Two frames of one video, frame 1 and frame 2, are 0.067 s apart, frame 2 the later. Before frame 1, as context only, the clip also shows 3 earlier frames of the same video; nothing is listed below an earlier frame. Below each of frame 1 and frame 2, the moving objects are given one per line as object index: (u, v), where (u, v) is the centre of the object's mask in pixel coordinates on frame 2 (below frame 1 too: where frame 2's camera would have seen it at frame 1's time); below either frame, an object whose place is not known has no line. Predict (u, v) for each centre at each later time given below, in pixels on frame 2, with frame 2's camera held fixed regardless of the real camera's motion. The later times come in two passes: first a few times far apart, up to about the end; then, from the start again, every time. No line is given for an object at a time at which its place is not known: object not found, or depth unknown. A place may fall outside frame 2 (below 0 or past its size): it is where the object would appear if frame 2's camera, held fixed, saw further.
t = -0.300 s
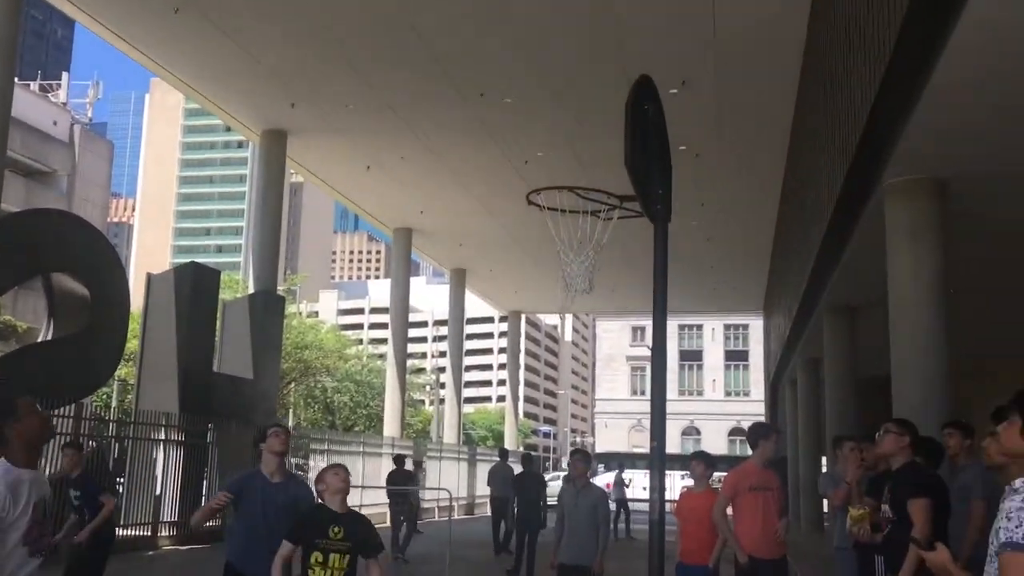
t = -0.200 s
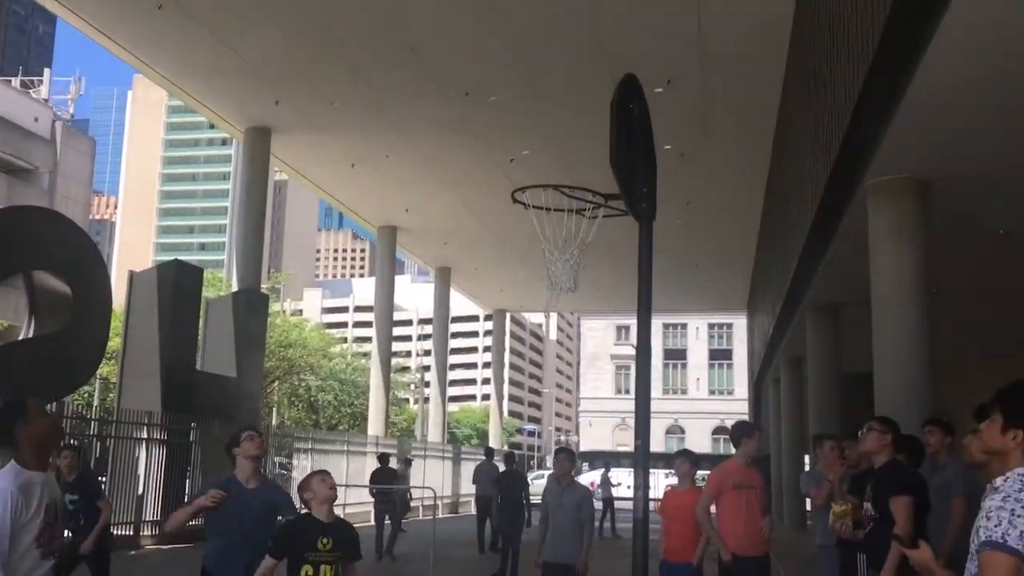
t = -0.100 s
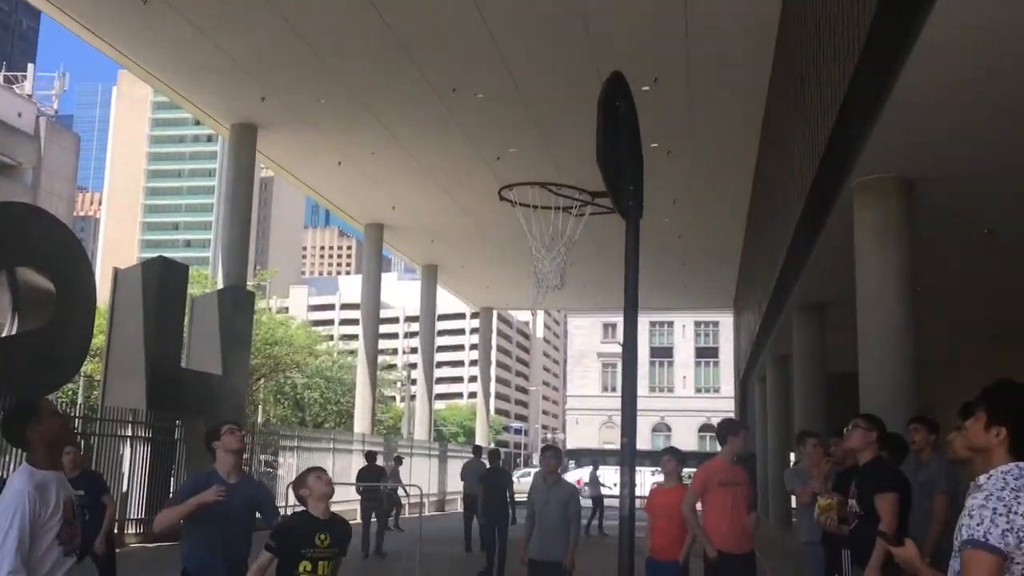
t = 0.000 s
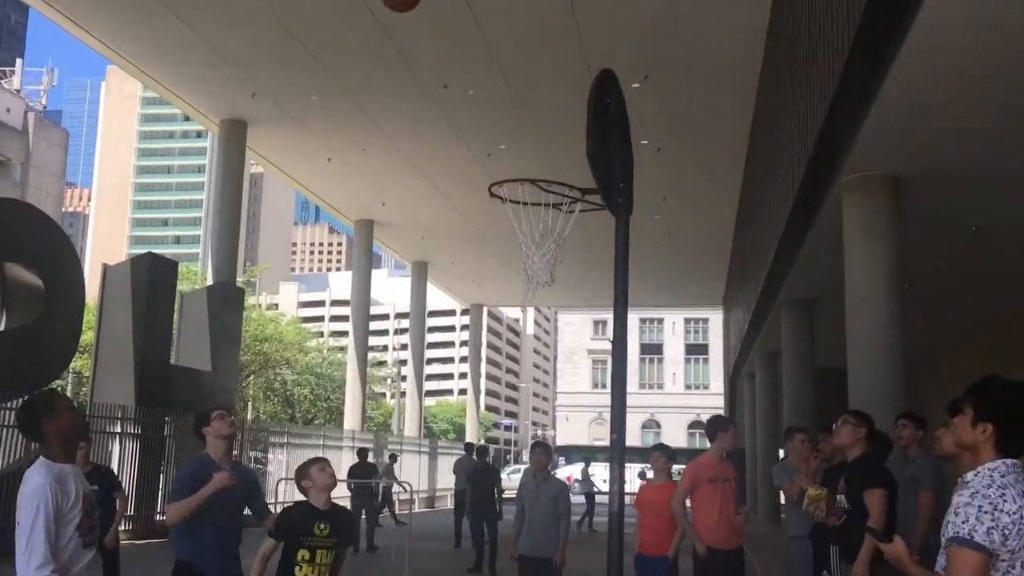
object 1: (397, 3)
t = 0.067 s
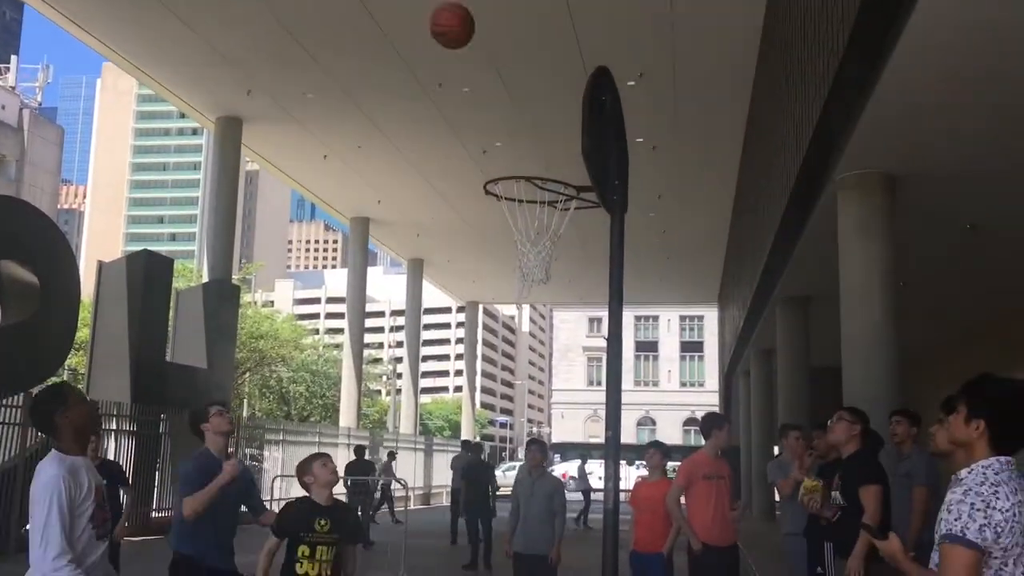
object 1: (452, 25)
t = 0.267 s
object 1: (577, 177)
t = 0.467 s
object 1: (577, 298)
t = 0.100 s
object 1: (481, 48)
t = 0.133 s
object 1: (509, 73)
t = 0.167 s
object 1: (538, 100)
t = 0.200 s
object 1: (564, 129)
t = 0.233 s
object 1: (581, 165)
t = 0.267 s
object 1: (577, 177)
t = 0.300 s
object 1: (576, 203)
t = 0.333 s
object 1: (578, 220)
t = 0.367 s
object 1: (580, 239)
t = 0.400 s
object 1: (578, 257)
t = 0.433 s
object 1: (577, 277)
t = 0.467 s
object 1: (577, 298)
